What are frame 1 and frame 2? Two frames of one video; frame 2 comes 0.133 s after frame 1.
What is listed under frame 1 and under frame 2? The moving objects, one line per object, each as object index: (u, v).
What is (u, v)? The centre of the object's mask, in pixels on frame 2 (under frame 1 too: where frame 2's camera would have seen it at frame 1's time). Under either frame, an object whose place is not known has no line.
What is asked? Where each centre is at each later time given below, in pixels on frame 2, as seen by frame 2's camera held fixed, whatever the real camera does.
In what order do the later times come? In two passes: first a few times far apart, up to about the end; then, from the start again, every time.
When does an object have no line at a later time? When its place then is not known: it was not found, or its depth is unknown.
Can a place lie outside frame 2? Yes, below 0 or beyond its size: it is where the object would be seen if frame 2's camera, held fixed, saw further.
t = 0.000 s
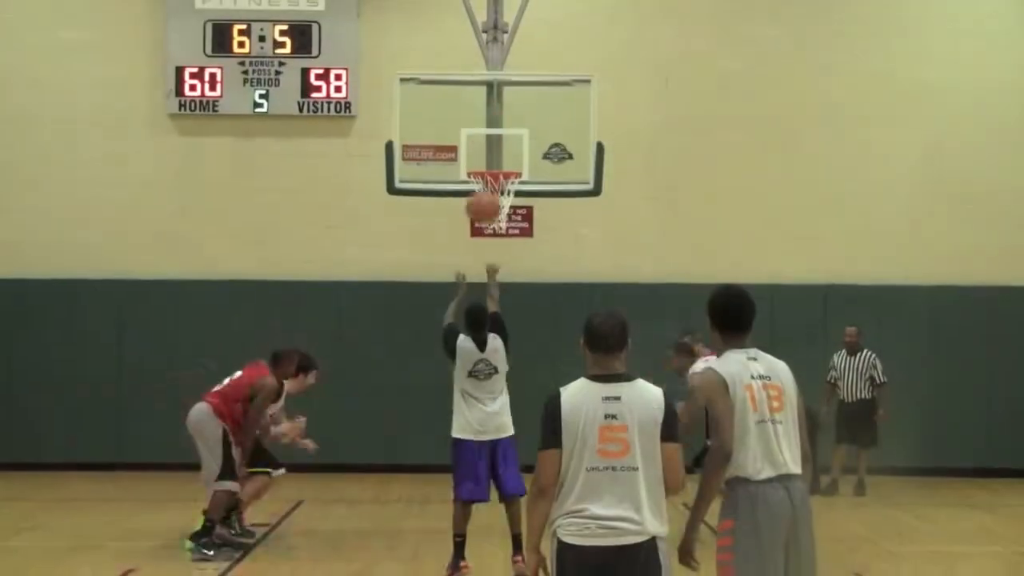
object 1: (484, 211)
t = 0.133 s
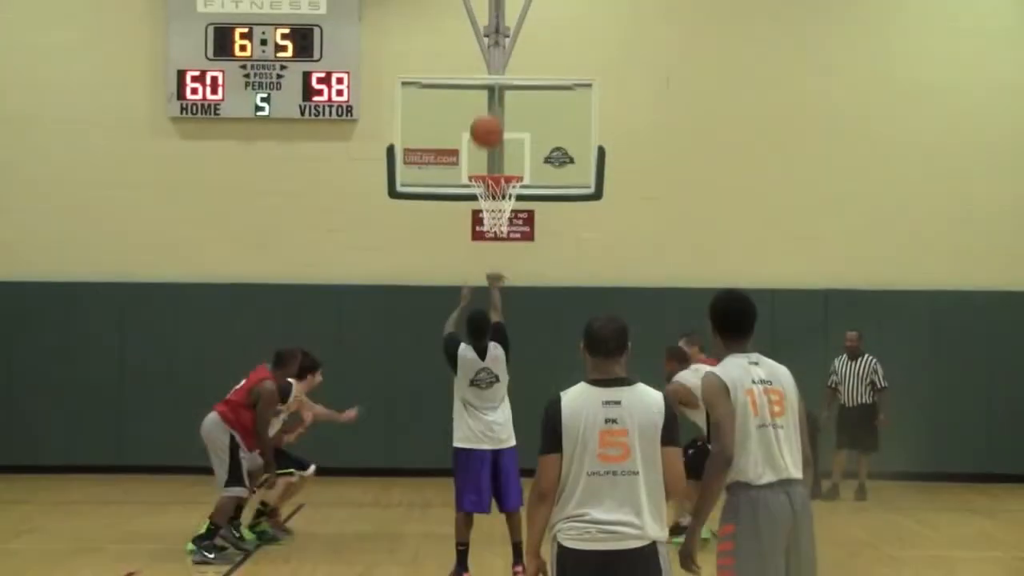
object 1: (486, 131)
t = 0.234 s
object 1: (488, 90)
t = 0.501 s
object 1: (492, 50)
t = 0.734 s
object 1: (495, 89)
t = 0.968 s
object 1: (499, 157)
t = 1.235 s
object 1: (505, 143)
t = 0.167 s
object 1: (487, 116)
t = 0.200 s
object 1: (487, 102)
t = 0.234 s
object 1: (488, 90)
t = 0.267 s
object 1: (489, 79)
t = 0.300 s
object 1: (489, 72)
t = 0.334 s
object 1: (490, 64)
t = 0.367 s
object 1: (490, 58)
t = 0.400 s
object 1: (490, 54)
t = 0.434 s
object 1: (491, 51)
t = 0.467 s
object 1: (492, 50)
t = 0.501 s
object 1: (492, 50)
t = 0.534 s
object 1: (492, 51)
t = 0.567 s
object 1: (493, 56)
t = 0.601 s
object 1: (493, 59)
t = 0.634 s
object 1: (494, 65)
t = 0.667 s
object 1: (495, 71)
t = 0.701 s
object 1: (495, 79)
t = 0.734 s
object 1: (495, 89)
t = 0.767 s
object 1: (496, 97)
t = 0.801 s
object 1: (496, 109)
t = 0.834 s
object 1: (496, 122)
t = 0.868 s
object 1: (497, 135)
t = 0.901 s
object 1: (497, 151)
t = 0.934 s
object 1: (498, 163)
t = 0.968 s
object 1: (499, 157)
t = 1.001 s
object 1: (500, 152)
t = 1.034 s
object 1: (500, 147)
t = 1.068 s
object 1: (501, 143)
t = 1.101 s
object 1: (502, 141)
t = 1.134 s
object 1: (503, 141)
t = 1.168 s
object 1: (503, 141)
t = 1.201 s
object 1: (504, 141)
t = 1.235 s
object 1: (505, 143)
